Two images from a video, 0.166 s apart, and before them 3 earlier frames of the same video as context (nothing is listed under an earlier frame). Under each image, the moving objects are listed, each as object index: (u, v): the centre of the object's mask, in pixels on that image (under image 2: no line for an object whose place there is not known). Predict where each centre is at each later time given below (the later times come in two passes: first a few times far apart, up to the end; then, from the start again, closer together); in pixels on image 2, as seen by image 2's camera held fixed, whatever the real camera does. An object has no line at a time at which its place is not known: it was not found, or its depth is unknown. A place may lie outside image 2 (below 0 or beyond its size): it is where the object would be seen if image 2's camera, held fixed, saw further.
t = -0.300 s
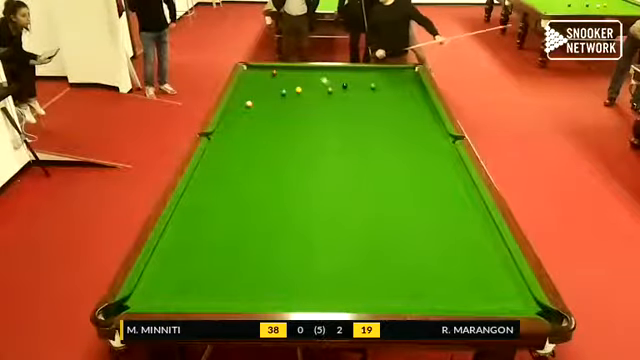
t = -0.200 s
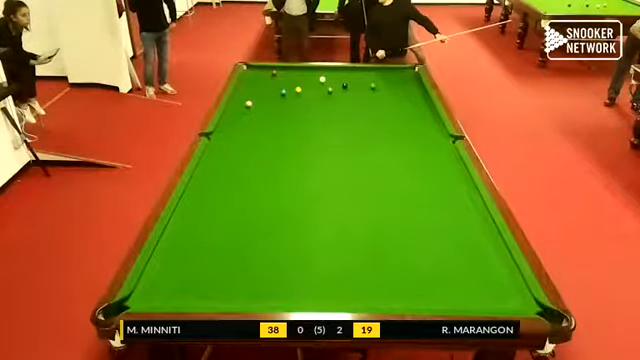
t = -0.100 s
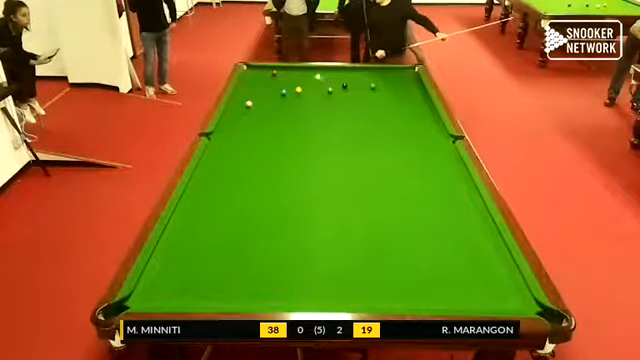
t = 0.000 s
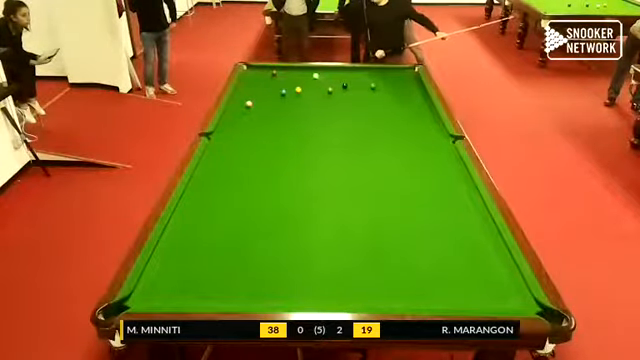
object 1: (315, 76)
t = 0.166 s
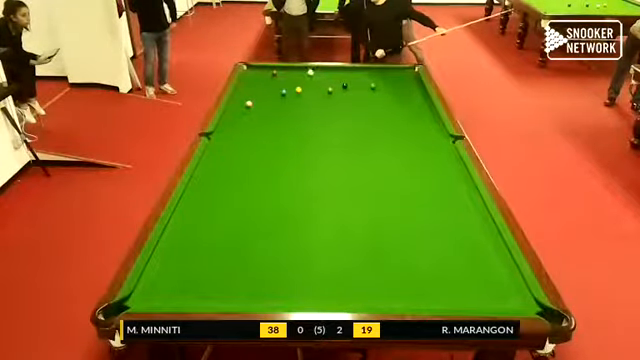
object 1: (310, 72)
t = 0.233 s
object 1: (308, 71)
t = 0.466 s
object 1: (301, 67)
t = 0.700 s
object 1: (296, 69)
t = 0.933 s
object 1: (290, 71)
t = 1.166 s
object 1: (287, 72)
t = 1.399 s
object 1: (281, 75)
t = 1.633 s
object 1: (278, 76)
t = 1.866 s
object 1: (274, 78)
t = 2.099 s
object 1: (269, 80)
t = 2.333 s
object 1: (267, 81)
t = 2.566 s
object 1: (263, 82)
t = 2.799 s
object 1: (261, 83)
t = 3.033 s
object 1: (259, 84)
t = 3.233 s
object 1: (258, 84)
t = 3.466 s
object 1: (256, 85)
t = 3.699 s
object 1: (256, 85)
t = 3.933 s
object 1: (255, 86)
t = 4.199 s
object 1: (254, 86)
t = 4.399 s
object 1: (254, 86)
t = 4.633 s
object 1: (254, 86)
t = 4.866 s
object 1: (254, 86)
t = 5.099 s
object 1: (254, 86)
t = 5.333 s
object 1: (254, 86)
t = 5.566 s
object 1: (254, 86)
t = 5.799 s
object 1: (254, 86)
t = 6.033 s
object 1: (254, 86)
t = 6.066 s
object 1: (254, 86)
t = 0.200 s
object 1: (309, 71)
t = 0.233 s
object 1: (308, 71)
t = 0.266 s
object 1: (307, 70)
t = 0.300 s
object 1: (306, 70)
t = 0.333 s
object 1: (305, 69)
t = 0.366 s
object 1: (304, 69)
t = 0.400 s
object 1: (303, 68)
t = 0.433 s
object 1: (302, 67)
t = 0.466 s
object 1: (301, 67)
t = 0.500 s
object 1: (301, 67)
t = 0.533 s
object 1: (300, 67)
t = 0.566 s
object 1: (299, 67)
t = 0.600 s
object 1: (299, 67)
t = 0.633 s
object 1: (298, 68)
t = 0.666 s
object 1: (297, 68)
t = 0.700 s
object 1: (296, 69)
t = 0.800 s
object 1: (294, 70)
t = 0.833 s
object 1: (293, 70)
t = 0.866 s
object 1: (292, 70)
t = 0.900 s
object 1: (292, 70)
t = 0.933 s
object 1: (290, 71)
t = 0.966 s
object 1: (290, 71)
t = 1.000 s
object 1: (290, 71)
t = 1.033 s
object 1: (289, 72)
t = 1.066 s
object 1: (288, 72)
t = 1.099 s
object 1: (287, 72)
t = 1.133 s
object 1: (287, 72)
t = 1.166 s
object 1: (287, 72)
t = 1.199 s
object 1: (286, 72)
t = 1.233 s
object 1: (286, 72)
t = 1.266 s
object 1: (284, 73)
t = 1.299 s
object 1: (284, 74)
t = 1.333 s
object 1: (284, 74)
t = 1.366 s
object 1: (283, 74)
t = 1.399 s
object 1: (281, 75)
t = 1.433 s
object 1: (280, 75)
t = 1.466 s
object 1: (280, 75)
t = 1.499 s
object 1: (280, 75)
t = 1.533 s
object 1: (280, 75)
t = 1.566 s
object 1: (280, 75)
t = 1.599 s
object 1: (278, 76)
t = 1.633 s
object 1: (278, 76)
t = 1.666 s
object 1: (277, 76)
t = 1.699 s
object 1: (277, 76)
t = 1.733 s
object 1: (276, 77)
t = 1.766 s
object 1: (275, 77)
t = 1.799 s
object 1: (274, 78)
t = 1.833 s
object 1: (274, 78)
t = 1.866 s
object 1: (274, 78)
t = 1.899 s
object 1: (274, 78)
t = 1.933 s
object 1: (273, 78)
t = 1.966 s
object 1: (271, 79)
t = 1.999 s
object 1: (271, 79)
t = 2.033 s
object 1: (271, 79)
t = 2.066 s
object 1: (270, 80)
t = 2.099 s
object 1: (269, 80)
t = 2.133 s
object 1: (269, 80)
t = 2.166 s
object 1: (269, 80)
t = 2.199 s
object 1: (269, 80)
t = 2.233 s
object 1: (269, 80)
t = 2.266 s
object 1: (267, 81)
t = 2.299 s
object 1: (267, 81)
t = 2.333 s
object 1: (267, 81)
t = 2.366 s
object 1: (267, 81)
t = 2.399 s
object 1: (266, 81)
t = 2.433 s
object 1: (266, 81)
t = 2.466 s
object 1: (265, 81)
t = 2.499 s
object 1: (265, 81)
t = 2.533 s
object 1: (263, 82)
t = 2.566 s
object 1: (263, 82)
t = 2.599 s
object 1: (263, 82)
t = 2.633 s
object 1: (263, 82)
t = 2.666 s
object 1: (263, 82)
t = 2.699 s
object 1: (263, 82)
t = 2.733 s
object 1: (262, 83)
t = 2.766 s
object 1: (262, 83)
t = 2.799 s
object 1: (261, 83)
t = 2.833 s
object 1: (261, 83)
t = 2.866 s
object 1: (261, 83)
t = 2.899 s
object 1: (261, 83)
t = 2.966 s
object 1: (260, 83)
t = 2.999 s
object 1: (260, 83)
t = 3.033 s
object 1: (259, 84)
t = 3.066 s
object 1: (259, 84)
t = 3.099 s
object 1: (259, 84)
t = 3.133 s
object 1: (258, 84)
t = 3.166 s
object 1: (258, 84)
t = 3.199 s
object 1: (258, 84)
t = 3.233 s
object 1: (258, 84)
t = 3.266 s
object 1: (257, 85)
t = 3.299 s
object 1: (257, 85)
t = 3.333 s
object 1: (257, 85)
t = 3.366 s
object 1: (257, 85)
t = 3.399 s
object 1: (257, 85)
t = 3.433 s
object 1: (256, 85)
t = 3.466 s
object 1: (256, 85)
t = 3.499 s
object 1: (256, 85)
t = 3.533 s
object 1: (256, 85)
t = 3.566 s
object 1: (256, 85)
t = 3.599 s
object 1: (256, 85)
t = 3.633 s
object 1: (256, 85)
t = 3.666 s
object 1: (256, 85)
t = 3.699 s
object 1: (256, 85)
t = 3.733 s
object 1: (256, 85)
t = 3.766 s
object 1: (255, 86)
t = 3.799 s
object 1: (255, 86)
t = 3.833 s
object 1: (255, 86)
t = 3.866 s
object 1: (255, 86)
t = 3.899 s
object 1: (255, 86)
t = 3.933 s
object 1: (255, 86)
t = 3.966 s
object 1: (254, 86)
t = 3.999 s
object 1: (254, 86)
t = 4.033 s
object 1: (254, 86)
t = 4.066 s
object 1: (255, 86)
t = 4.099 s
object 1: (254, 86)
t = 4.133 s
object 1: (254, 86)
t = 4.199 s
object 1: (254, 86)
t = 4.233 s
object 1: (255, 86)
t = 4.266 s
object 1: (254, 86)
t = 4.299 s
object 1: (254, 86)
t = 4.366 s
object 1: (254, 86)
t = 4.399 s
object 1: (254, 86)
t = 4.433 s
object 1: (254, 86)
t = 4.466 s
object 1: (254, 86)
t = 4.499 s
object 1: (254, 86)
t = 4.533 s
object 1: (254, 86)
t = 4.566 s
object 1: (254, 86)
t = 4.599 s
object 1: (254, 86)
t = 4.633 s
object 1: (254, 86)
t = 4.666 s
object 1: (254, 86)
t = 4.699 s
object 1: (254, 86)
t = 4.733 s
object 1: (254, 86)
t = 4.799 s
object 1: (254, 86)
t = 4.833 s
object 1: (254, 86)
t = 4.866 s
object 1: (254, 86)
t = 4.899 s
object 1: (254, 86)
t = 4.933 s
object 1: (254, 86)
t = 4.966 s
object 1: (254, 86)
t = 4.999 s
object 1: (254, 86)
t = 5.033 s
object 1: (254, 86)
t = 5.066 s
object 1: (254, 86)
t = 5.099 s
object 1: (254, 86)
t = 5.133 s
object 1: (254, 86)
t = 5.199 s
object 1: (254, 86)
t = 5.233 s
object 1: (254, 86)
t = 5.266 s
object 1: (254, 86)
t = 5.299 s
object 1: (254, 86)
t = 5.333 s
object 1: (254, 86)
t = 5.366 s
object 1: (254, 86)
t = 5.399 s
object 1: (254, 86)
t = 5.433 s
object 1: (254, 86)
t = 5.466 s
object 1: (254, 86)
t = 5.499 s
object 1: (254, 86)
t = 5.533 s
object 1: (254, 86)
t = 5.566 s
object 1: (254, 86)
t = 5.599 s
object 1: (254, 86)
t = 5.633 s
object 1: (254, 86)
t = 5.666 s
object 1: (254, 86)
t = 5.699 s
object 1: (254, 86)
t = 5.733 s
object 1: (254, 86)
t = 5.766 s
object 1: (254, 86)
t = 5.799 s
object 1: (254, 86)
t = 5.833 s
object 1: (254, 86)
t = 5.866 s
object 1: (254, 86)
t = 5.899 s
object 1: (254, 86)
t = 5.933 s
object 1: (254, 86)
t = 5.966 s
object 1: (254, 86)
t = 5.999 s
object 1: (254, 86)
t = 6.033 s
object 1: (254, 86)
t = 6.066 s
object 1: (254, 86)
